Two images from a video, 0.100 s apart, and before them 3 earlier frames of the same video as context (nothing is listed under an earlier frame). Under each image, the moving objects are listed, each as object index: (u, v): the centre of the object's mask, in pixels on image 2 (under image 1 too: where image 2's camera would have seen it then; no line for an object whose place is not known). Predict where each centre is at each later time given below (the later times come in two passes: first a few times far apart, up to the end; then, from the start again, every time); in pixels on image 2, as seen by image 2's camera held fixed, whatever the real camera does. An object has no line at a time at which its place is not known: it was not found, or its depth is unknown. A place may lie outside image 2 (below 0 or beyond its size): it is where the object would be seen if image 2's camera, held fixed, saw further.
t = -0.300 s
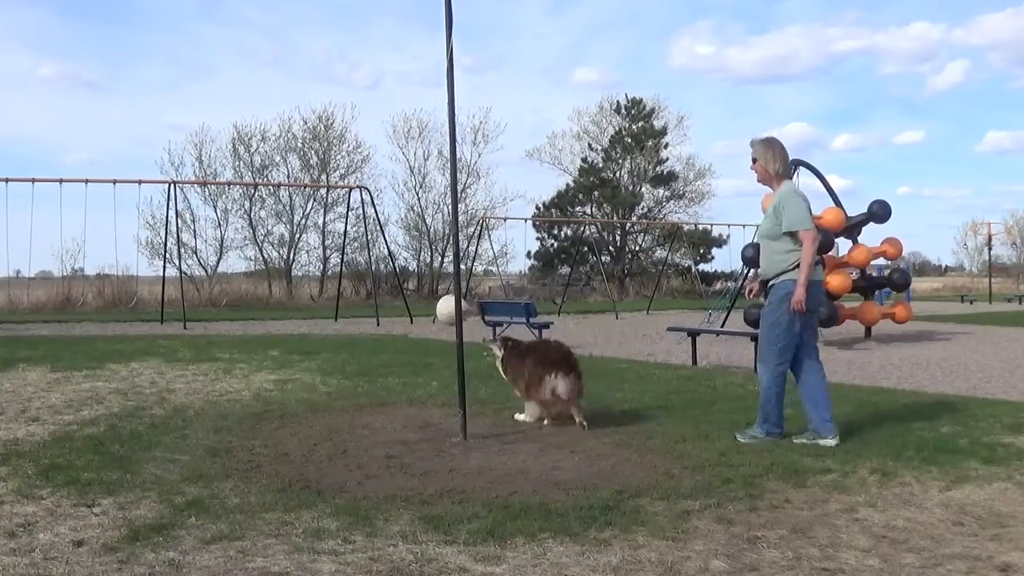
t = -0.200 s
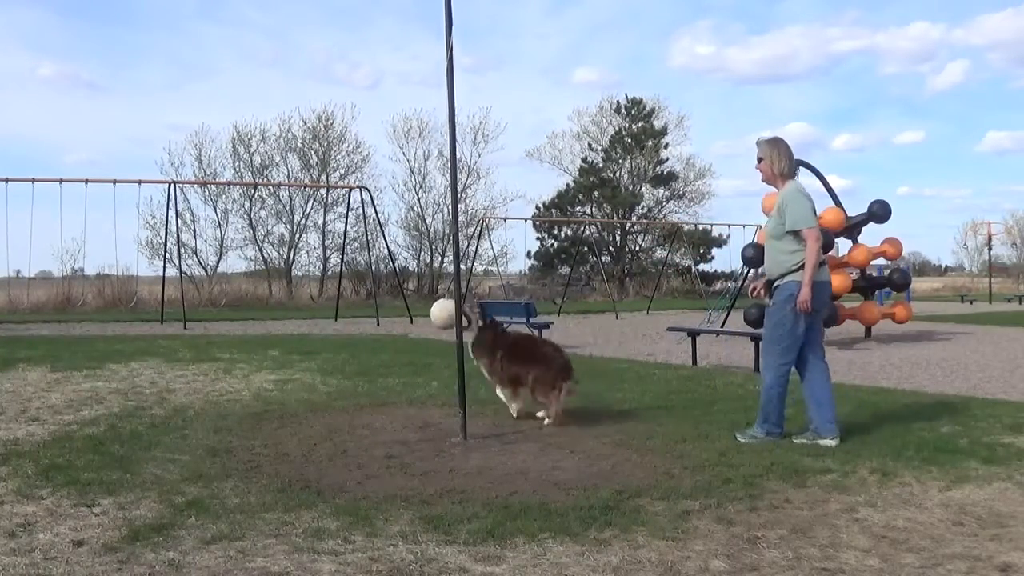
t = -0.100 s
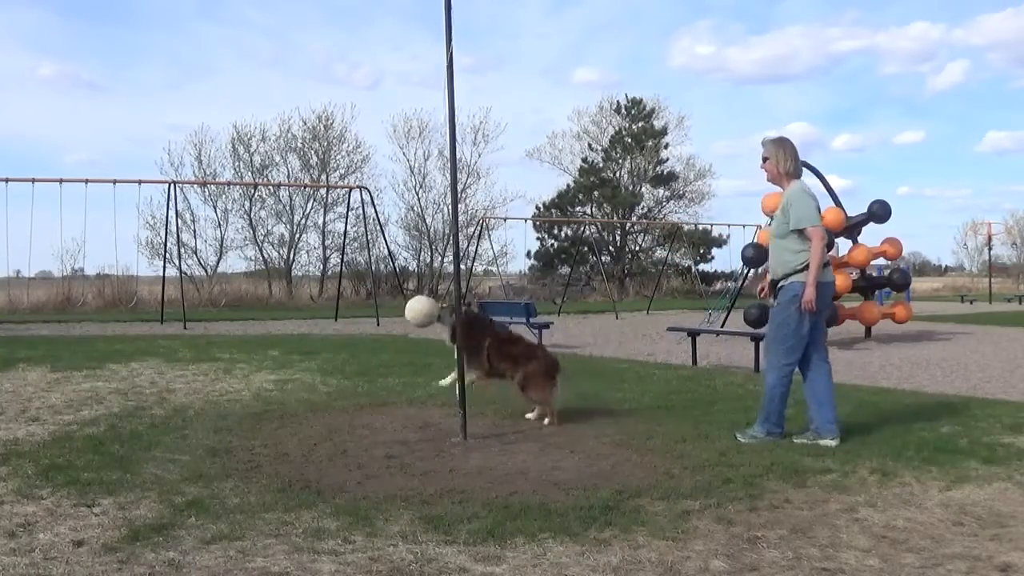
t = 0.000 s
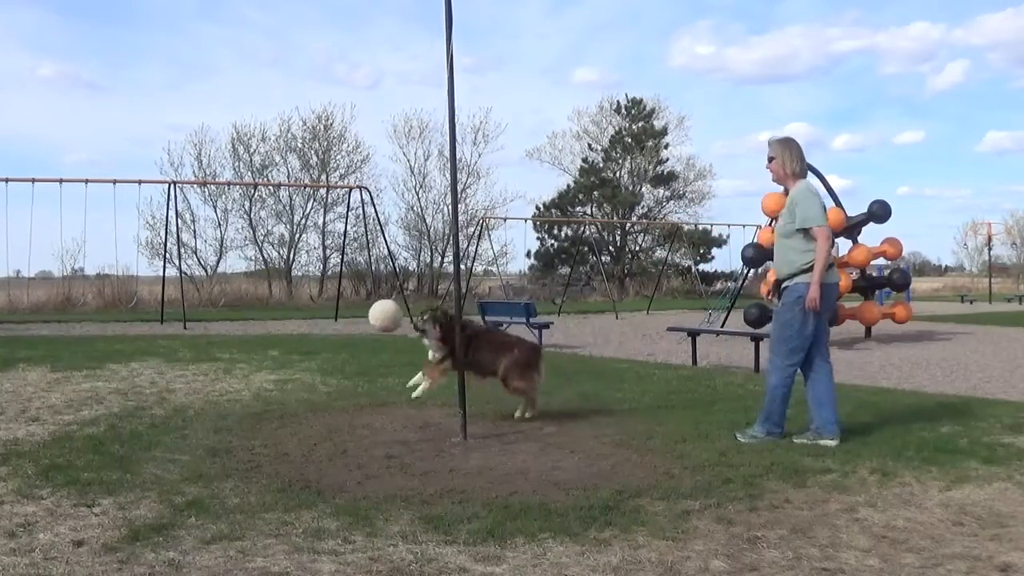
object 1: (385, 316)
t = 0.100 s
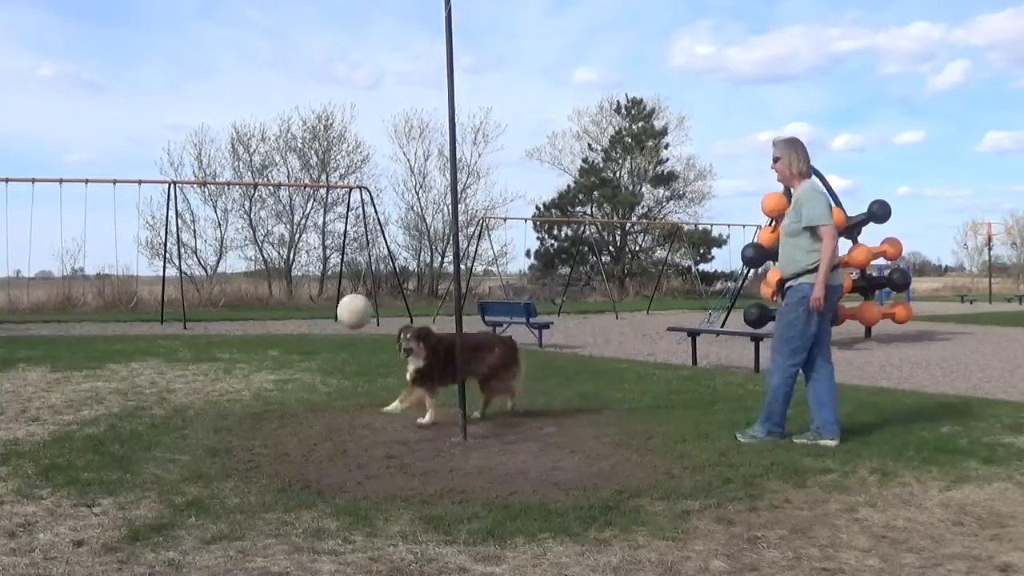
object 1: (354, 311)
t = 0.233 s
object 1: (321, 291)
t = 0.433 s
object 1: (291, 266)
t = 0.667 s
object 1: (293, 253)
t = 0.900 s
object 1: (337, 266)
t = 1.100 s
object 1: (393, 291)
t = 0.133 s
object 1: (345, 307)
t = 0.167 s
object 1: (337, 301)
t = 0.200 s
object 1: (329, 296)
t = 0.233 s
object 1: (321, 291)
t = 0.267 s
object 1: (315, 288)
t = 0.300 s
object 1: (307, 284)
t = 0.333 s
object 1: (301, 280)
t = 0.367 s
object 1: (297, 277)
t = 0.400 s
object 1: (295, 272)
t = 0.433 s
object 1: (291, 266)
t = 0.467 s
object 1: (290, 262)
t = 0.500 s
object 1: (289, 258)
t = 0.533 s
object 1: (288, 255)
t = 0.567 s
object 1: (288, 254)
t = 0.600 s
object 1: (290, 252)
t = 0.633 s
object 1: (292, 252)
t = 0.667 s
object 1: (293, 253)
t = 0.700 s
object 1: (297, 253)
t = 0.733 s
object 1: (302, 253)
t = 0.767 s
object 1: (307, 253)
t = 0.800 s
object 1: (313, 255)
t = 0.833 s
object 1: (318, 258)
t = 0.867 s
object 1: (327, 262)
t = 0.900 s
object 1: (337, 266)
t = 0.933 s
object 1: (346, 271)
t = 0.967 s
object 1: (355, 275)
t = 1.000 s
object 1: (364, 279)
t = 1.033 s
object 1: (375, 282)
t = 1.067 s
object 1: (385, 288)
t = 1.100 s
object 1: (393, 291)
